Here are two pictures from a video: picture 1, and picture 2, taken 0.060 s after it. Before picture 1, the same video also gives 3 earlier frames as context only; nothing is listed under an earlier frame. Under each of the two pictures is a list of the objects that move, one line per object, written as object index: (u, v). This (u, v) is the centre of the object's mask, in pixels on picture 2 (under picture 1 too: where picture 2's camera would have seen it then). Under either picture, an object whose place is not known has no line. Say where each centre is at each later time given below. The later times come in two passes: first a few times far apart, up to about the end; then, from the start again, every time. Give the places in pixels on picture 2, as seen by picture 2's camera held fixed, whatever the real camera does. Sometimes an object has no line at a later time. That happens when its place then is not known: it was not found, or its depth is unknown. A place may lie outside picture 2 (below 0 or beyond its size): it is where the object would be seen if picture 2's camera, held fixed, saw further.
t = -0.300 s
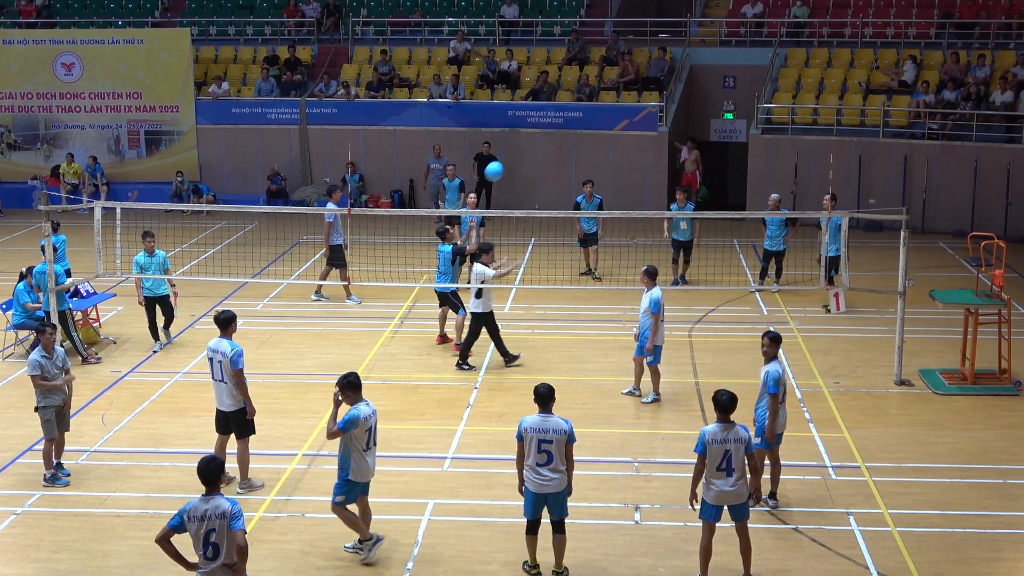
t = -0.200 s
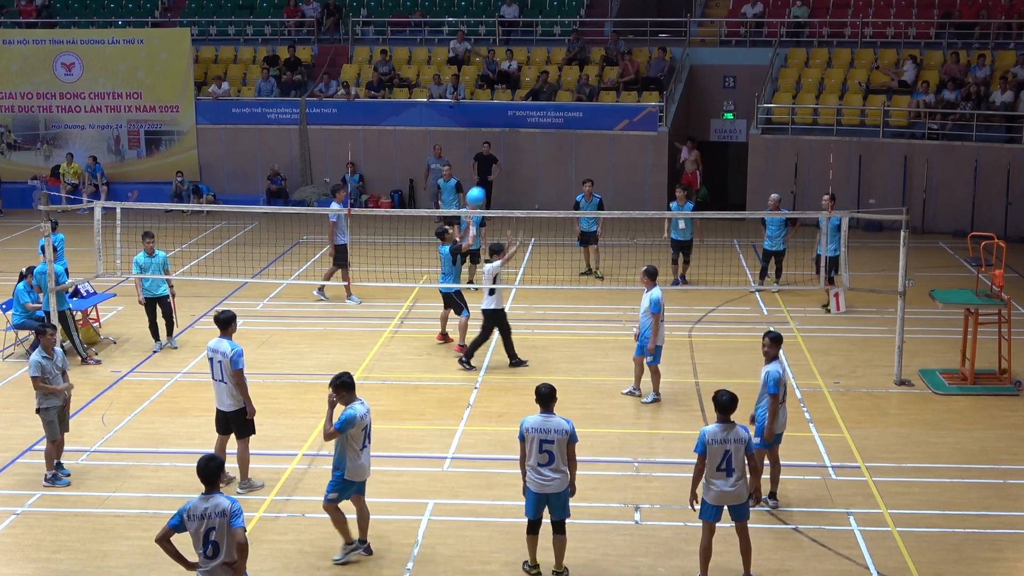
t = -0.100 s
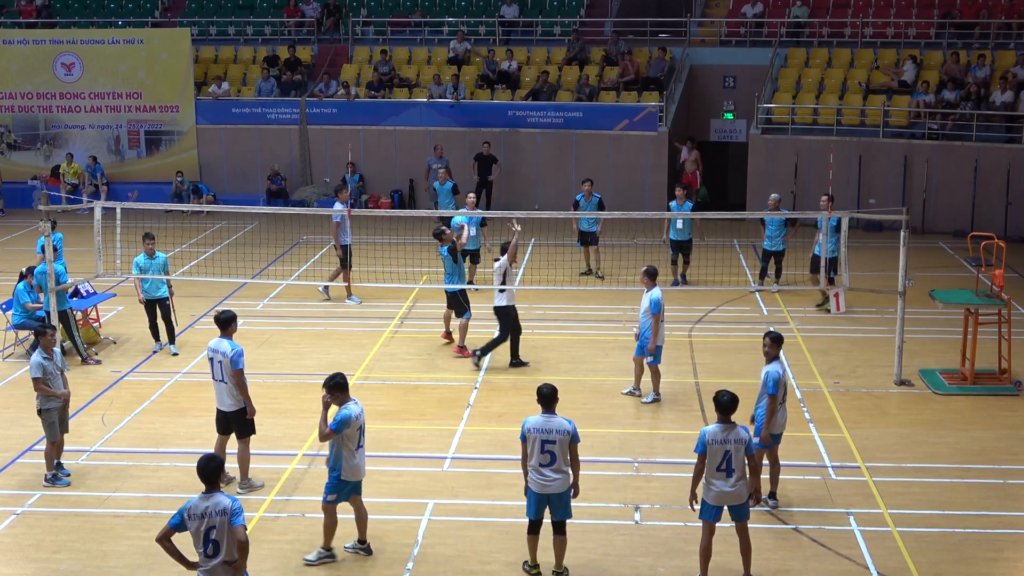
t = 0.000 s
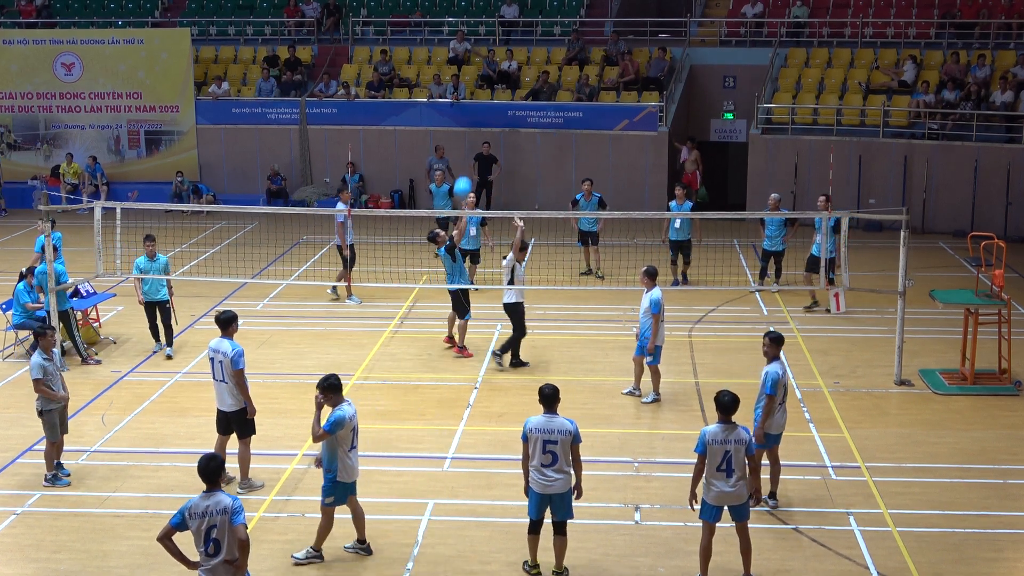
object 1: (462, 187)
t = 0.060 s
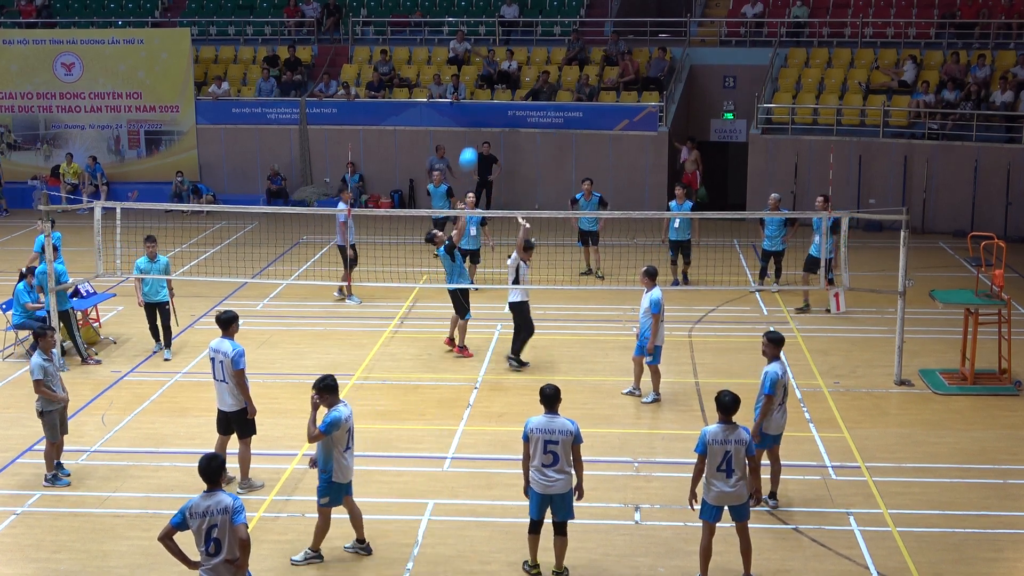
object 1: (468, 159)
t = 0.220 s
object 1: (484, 94)
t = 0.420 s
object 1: (506, 40)
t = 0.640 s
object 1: (528, 16)
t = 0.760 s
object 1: (540, 17)
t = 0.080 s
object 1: (470, 150)
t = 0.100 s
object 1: (472, 141)
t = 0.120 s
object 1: (474, 132)
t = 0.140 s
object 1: (476, 124)
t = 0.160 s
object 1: (478, 117)
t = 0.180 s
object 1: (480, 109)
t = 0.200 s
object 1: (482, 101)
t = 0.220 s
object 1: (484, 94)
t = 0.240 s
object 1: (486, 88)
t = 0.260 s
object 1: (489, 81)
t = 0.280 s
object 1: (491, 75)
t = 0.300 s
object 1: (493, 70)
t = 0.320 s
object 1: (495, 64)
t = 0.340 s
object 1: (497, 58)
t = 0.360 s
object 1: (499, 53)
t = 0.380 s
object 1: (501, 49)
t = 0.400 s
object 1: (504, 44)
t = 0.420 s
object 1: (506, 40)
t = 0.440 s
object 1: (507, 37)
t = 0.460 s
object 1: (509, 33)
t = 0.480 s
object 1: (511, 30)
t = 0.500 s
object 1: (513, 27)
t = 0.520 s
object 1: (516, 25)
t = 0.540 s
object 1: (518, 22)
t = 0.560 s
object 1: (519, 20)
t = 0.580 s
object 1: (522, 19)
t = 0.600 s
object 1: (524, 17)
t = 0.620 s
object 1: (526, 16)
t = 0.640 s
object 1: (528, 16)
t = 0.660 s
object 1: (530, 15)
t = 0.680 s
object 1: (532, 15)
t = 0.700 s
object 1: (534, 15)
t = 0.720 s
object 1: (536, 15)
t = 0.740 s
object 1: (538, 16)
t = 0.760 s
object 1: (540, 17)
